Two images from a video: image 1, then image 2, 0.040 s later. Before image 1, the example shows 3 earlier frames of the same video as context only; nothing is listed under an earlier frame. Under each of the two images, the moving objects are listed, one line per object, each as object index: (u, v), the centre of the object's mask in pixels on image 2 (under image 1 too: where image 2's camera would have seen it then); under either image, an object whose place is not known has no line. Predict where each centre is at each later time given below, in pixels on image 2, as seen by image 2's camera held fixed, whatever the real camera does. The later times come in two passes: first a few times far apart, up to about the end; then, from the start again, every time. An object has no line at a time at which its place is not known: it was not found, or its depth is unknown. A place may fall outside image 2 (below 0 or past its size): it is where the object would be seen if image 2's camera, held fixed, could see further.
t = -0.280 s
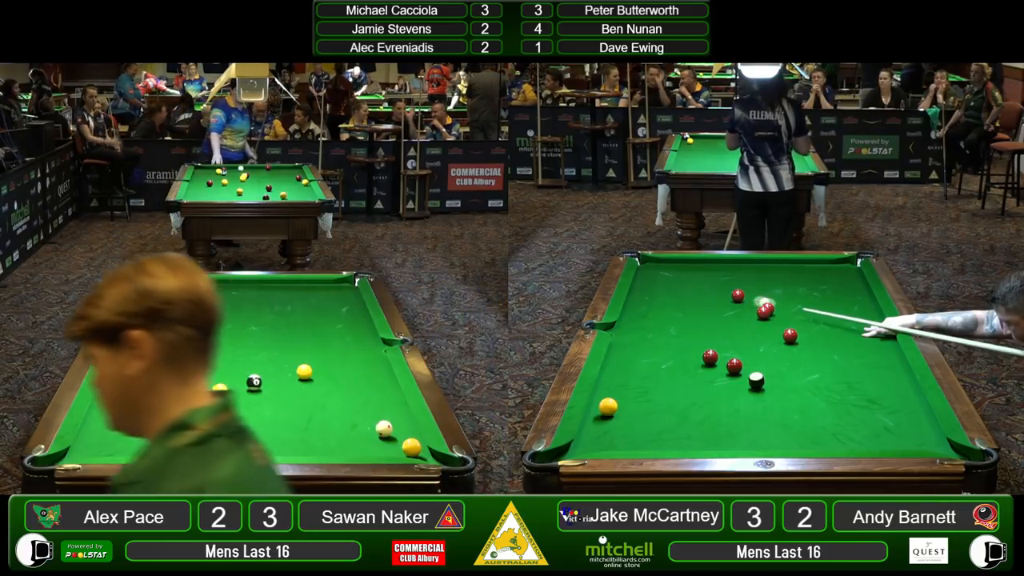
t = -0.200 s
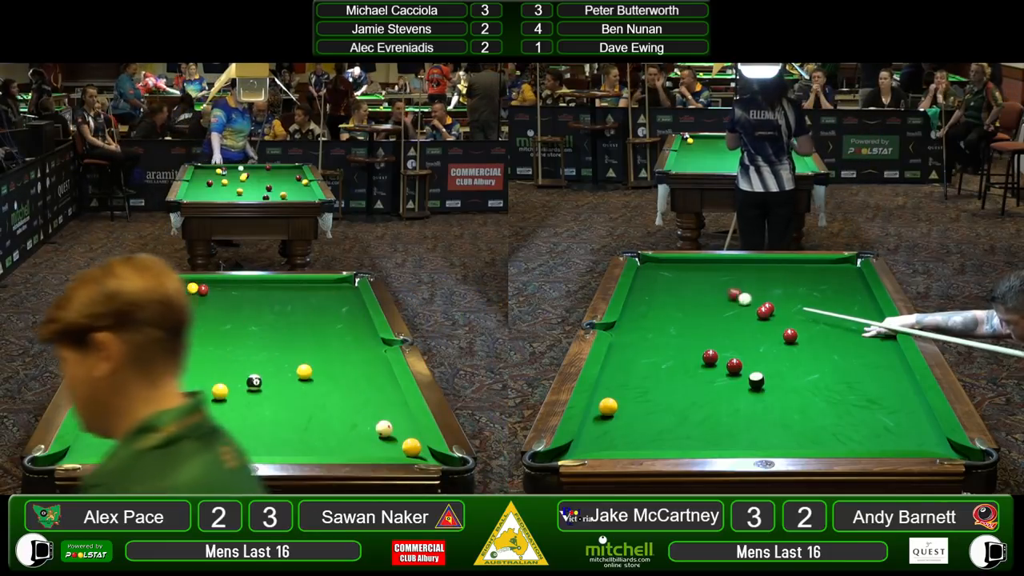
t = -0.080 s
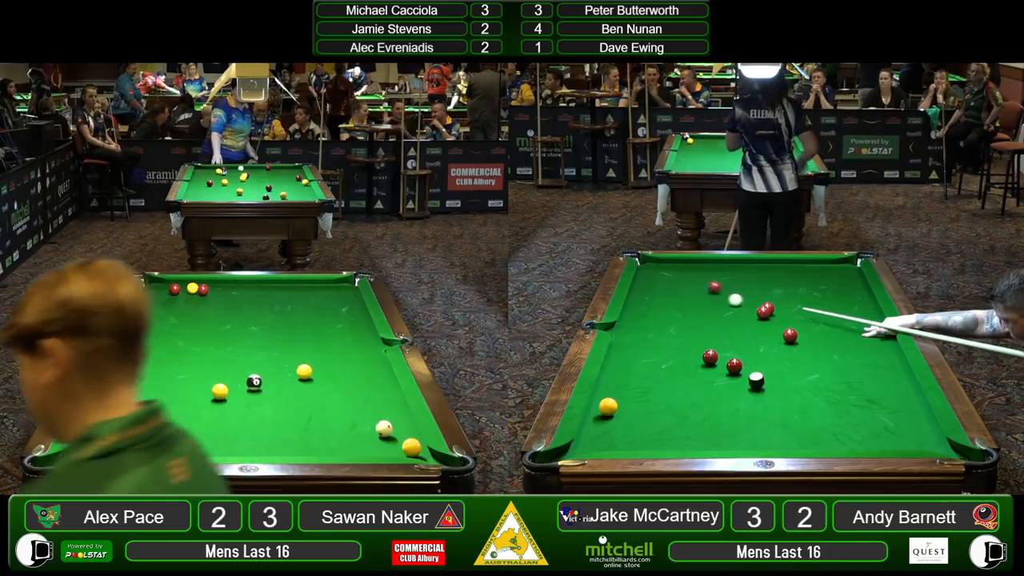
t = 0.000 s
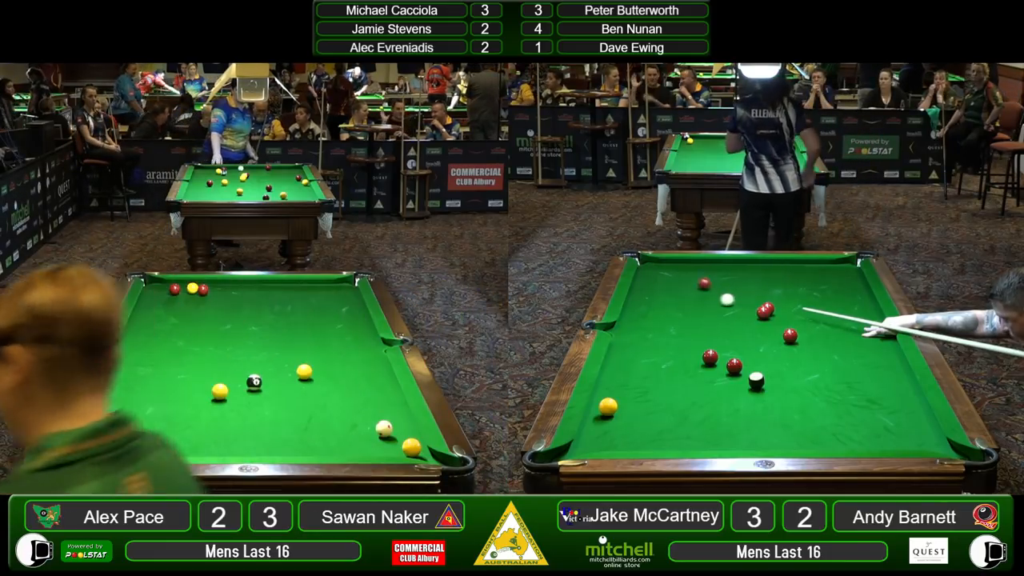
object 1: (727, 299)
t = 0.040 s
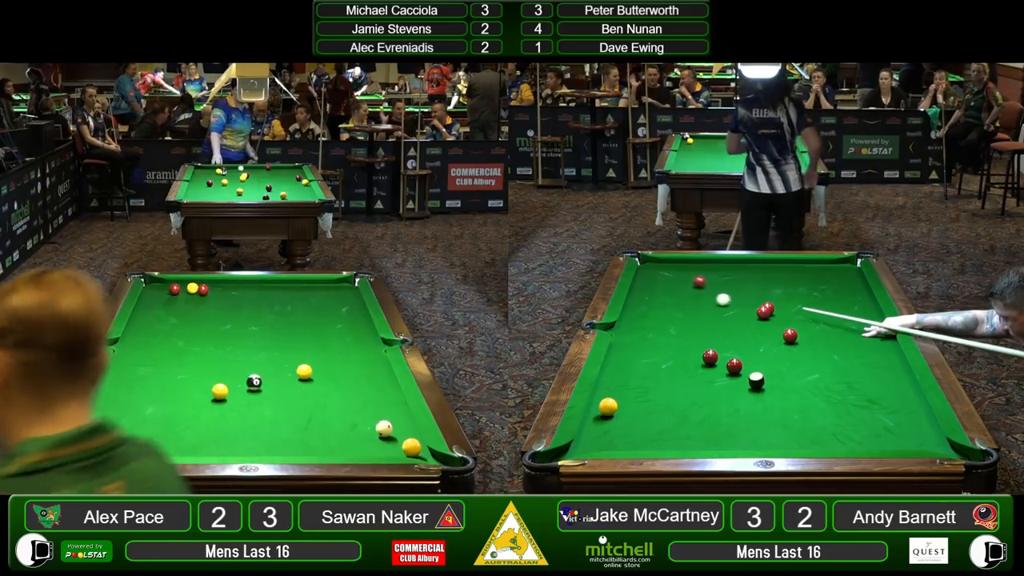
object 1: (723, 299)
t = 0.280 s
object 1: (700, 299)
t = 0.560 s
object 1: (675, 298)
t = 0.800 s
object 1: (655, 298)
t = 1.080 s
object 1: (635, 297)
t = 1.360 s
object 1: (642, 297)
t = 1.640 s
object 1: (653, 297)
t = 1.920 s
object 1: (662, 297)
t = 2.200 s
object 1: (669, 296)
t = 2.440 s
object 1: (673, 296)
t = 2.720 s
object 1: (676, 297)
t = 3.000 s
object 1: (678, 297)
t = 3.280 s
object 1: (678, 297)
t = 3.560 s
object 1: (678, 297)
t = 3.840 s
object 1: (678, 297)
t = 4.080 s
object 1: (678, 297)
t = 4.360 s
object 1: (678, 297)
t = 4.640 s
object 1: (678, 297)
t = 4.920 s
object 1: (678, 297)
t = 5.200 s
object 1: (678, 297)
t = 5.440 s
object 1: (678, 297)
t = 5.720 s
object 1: (678, 297)
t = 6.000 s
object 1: (678, 297)
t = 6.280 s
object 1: (678, 297)
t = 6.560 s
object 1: (678, 297)
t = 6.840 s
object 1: (678, 297)
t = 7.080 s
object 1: (678, 297)
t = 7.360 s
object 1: (678, 297)
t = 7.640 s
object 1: (678, 297)
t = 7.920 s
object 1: (678, 297)
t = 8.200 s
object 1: (678, 297)
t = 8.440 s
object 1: (678, 297)
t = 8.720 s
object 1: (678, 297)
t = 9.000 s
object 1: (678, 297)
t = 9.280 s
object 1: (678, 297)
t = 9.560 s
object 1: (678, 297)
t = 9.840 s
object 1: (678, 297)
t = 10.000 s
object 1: (678, 297)
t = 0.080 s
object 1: (719, 299)
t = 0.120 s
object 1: (715, 299)
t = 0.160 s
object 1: (711, 299)
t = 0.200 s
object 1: (707, 299)
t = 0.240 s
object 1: (704, 299)
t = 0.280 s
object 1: (700, 299)
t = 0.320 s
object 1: (696, 299)
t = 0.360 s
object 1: (692, 299)
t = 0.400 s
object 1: (689, 299)
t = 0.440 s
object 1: (685, 299)
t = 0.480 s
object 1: (682, 298)
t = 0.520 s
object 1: (678, 298)
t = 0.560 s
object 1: (675, 298)
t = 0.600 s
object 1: (671, 298)
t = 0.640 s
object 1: (668, 298)
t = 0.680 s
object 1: (665, 298)
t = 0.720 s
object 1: (662, 298)
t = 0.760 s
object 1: (659, 298)
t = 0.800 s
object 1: (655, 298)
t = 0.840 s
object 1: (652, 298)
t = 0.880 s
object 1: (649, 298)
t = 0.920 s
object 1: (646, 297)
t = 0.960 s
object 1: (643, 297)
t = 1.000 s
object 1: (640, 297)
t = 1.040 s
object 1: (638, 297)
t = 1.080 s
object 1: (635, 297)
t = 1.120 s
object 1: (632, 297)
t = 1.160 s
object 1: (633, 297)
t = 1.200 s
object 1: (635, 297)
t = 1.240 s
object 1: (637, 297)
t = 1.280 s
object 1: (639, 297)
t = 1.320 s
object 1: (640, 297)
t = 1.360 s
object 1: (642, 297)
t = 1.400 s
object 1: (644, 297)
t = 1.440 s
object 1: (645, 297)
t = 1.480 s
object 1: (647, 297)
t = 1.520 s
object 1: (649, 297)
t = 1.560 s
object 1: (650, 297)
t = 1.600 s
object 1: (651, 297)
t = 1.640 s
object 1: (653, 297)
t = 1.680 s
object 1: (654, 297)
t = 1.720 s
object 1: (656, 297)
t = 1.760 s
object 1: (657, 297)
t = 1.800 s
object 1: (658, 297)
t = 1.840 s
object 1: (660, 297)
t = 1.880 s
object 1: (661, 297)
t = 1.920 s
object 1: (662, 297)
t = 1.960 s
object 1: (663, 297)
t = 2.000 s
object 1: (664, 297)
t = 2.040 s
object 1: (665, 296)
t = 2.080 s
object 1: (666, 296)
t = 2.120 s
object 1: (667, 296)
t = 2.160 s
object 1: (668, 296)
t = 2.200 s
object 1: (669, 296)
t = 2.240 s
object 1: (669, 296)
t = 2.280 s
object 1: (670, 296)
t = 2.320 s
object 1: (671, 296)
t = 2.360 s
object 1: (672, 296)
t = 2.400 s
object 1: (672, 296)
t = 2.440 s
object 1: (673, 296)
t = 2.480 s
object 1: (674, 296)
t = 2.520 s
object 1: (674, 297)
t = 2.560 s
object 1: (675, 297)
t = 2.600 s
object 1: (675, 297)
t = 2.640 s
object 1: (676, 297)
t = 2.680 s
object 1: (676, 297)
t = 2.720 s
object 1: (676, 297)
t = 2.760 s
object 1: (676, 297)
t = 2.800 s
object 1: (677, 297)
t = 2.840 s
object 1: (677, 297)
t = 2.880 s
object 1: (677, 297)
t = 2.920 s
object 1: (677, 297)
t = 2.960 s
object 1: (677, 297)
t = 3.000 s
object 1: (678, 297)
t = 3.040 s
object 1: (678, 297)
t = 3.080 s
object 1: (678, 297)
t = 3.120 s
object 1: (678, 297)
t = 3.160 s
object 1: (678, 297)
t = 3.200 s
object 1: (678, 297)
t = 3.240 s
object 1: (678, 297)
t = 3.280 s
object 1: (678, 297)
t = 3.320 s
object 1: (678, 297)
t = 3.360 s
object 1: (678, 297)
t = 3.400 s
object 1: (678, 297)
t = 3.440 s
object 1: (678, 297)
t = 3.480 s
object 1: (678, 297)
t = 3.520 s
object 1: (678, 297)
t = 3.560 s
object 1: (678, 297)
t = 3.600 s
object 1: (678, 297)
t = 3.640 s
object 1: (678, 297)
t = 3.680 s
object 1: (678, 297)
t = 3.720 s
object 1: (678, 297)
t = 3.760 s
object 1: (678, 297)
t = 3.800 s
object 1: (678, 297)
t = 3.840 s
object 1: (678, 297)
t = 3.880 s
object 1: (678, 297)
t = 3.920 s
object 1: (678, 297)
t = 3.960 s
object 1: (678, 297)
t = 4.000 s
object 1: (678, 297)
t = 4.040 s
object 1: (678, 297)
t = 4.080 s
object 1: (678, 297)
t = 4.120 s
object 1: (678, 297)
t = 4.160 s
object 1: (678, 297)
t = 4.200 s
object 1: (678, 297)
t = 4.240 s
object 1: (678, 297)
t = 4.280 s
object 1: (678, 297)
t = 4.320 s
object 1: (678, 297)
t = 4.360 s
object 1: (678, 297)
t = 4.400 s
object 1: (678, 297)
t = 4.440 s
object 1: (678, 297)
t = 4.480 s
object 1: (678, 297)
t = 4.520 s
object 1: (678, 297)
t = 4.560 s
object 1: (678, 297)
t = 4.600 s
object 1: (678, 297)
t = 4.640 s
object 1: (678, 297)
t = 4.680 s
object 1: (678, 297)
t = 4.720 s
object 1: (678, 297)
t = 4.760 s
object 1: (678, 297)
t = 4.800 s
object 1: (678, 297)
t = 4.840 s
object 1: (678, 297)
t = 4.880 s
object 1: (678, 297)
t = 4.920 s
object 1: (678, 297)
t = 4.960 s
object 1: (678, 297)
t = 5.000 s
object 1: (678, 297)
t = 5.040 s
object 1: (678, 297)
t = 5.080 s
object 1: (678, 297)
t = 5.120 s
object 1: (678, 297)
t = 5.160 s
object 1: (678, 297)
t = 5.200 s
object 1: (678, 297)
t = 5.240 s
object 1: (678, 297)
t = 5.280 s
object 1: (678, 297)
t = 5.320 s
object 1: (678, 297)
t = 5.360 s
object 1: (678, 297)
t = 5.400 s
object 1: (678, 297)
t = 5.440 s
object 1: (678, 297)
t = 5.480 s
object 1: (678, 297)
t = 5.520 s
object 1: (678, 297)
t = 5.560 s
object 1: (678, 297)
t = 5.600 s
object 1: (678, 297)
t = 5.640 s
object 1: (678, 297)
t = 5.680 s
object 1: (678, 297)
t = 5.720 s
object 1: (678, 297)
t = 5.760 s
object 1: (678, 297)
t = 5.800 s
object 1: (678, 297)
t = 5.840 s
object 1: (678, 297)
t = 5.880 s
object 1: (678, 297)
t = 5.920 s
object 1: (678, 297)
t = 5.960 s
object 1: (678, 297)
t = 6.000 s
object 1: (678, 297)
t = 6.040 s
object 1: (678, 297)
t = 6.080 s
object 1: (678, 297)
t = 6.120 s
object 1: (678, 297)
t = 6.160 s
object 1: (678, 297)
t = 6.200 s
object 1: (678, 297)
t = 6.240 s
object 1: (678, 297)
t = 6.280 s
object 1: (678, 297)
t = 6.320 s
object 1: (678, 297)
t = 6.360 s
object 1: (678, 297)
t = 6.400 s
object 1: (678, 297)
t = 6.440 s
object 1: (678, 297)
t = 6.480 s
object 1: (678, 297)
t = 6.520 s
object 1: (678, 297)
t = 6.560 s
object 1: (678, 297)
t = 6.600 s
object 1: (678, 297)
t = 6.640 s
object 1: (678, 297)
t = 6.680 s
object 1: (678, 297)
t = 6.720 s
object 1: (678, 297)
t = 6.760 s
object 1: (678, 297)
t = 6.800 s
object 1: (678, 297)
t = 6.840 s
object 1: (678, 297)
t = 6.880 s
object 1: (678, 297)
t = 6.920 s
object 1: (678, 297)
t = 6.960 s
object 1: (678, 297)
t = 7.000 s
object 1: (678, 297)
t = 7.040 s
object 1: (678, 297)
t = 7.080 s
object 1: (678, 297)
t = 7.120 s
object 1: (678, 297)
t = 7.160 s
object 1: (678, 297)
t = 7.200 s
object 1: (678, 297)
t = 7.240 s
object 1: (678, 297)
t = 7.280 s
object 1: (678, 297)
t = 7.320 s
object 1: (678, 297)
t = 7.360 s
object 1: (678, 297)
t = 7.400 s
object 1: (678, 297)
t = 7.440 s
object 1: (678, 297)
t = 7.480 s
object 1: (678, 297)
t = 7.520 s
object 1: (678, 297)
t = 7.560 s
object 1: (678, 297)
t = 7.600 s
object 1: (678, 297)
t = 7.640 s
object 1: (678, 297)
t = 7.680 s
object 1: (678, 297)
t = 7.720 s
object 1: (678, 297)
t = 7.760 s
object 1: (678, 297)
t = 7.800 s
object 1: (678, 297)
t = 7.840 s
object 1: (678, 297)
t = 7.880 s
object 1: (678, 297)
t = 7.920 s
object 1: (678, 297)
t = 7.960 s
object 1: (678, 297)
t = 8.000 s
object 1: (678, 297)
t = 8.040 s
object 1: (678, 297)
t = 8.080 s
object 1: (678, 297)
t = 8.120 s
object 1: (678, 297)
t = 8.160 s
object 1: (678, 297)
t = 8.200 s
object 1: (678, 297)
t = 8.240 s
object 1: (678, 297)
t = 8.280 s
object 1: (678, 297)
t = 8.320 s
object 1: (678, 297)
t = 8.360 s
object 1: (678, 297)
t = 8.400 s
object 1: (678, 297)
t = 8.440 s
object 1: (678, 297)
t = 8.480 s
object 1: (678, 297)
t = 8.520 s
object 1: (678, 297)
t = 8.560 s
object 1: (678, 297)
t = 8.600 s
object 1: (678, 297)
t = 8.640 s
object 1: (678, 297)
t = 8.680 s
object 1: (678, 297)
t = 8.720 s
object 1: (678, 297)
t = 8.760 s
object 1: (678, 297)
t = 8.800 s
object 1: (678, 297)
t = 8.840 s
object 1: (678, 297)
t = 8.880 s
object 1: (678, 297)
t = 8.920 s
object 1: (678, 297)
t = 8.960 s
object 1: (678, 297)
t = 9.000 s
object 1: (678, 297)
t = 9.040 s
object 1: (678, 297)
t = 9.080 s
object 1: (678, 297)
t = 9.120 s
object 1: (678, 297)
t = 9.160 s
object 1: (678, 297)
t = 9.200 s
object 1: (678, 297)
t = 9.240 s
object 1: (678, 297)
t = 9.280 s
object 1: (678, 297)
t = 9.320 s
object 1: (678, 297)
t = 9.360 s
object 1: (678, 297)
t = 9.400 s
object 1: (678, 297)
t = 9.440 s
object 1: (678, 297)
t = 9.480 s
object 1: (678, 297)
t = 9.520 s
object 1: (678, 297)
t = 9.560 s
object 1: (678, 297)
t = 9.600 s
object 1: (678, 297)
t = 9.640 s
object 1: (678, 297)
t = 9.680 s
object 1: (678, 297)
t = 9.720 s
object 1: (678, 297)
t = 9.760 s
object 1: (678, 297)
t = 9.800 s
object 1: (678, 297)
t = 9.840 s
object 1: (678, 297)
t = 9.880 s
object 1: (678, 297)
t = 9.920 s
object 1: (678, 297)
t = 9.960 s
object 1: (678, 297)
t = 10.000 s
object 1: (678, 297)
